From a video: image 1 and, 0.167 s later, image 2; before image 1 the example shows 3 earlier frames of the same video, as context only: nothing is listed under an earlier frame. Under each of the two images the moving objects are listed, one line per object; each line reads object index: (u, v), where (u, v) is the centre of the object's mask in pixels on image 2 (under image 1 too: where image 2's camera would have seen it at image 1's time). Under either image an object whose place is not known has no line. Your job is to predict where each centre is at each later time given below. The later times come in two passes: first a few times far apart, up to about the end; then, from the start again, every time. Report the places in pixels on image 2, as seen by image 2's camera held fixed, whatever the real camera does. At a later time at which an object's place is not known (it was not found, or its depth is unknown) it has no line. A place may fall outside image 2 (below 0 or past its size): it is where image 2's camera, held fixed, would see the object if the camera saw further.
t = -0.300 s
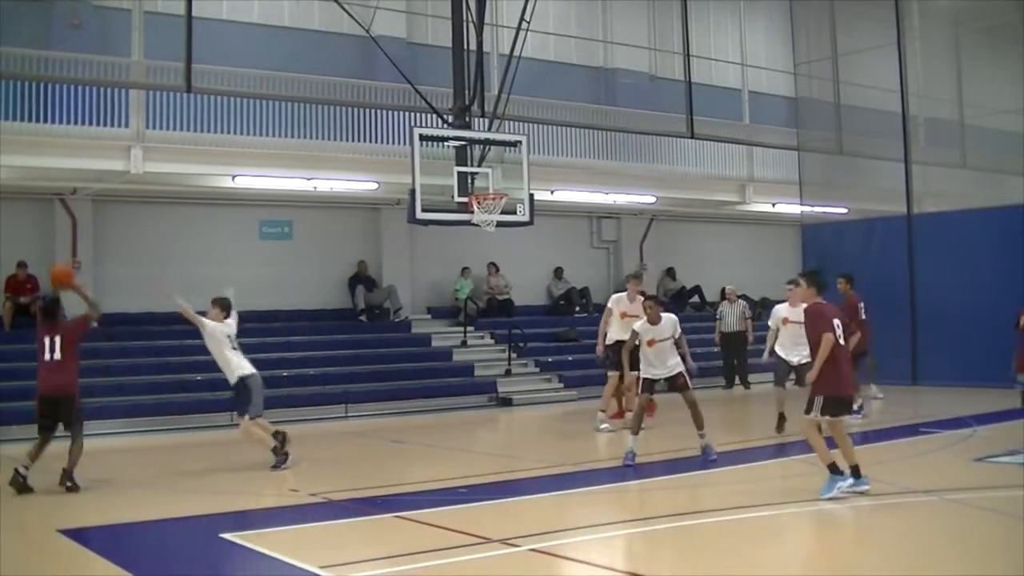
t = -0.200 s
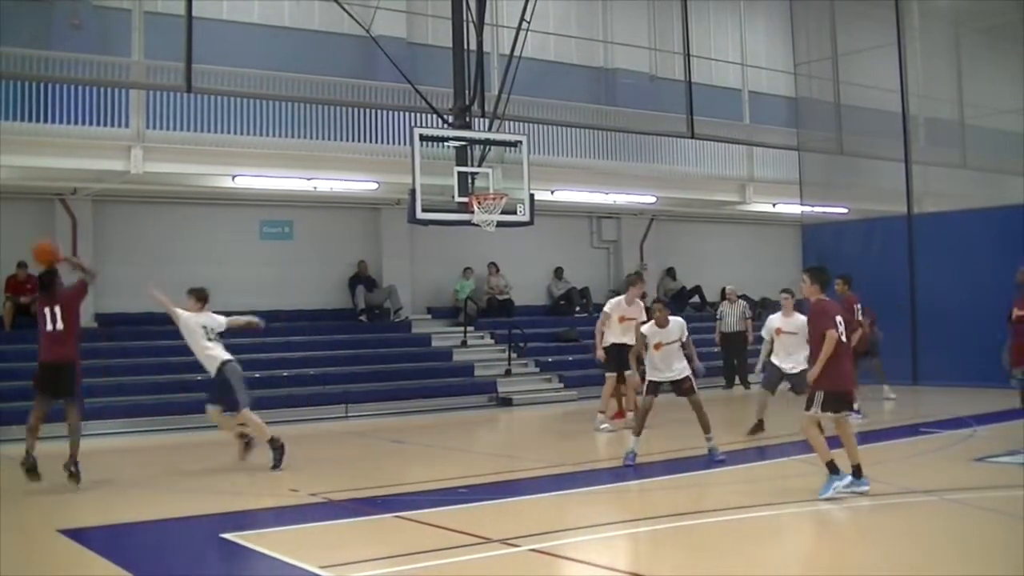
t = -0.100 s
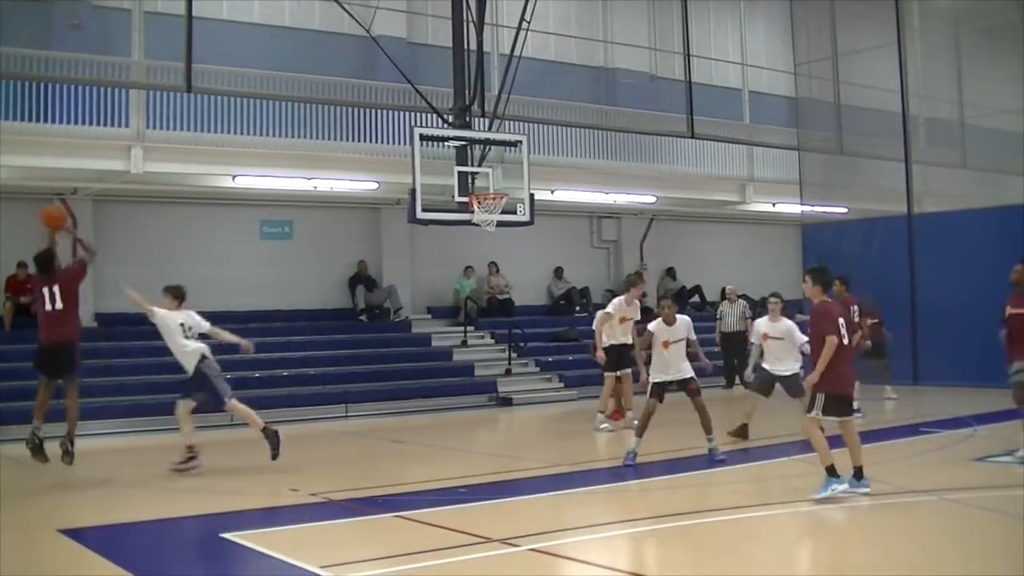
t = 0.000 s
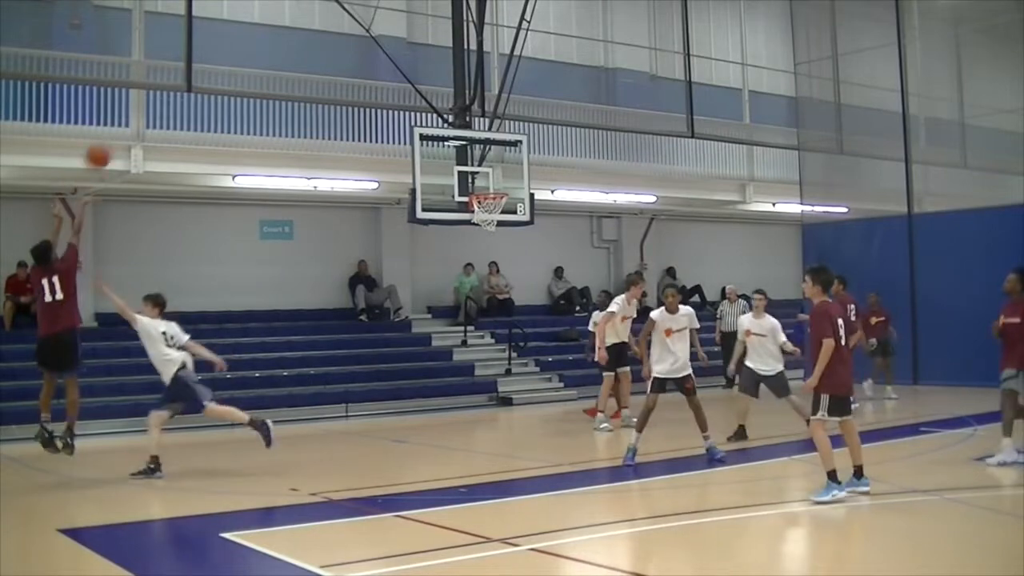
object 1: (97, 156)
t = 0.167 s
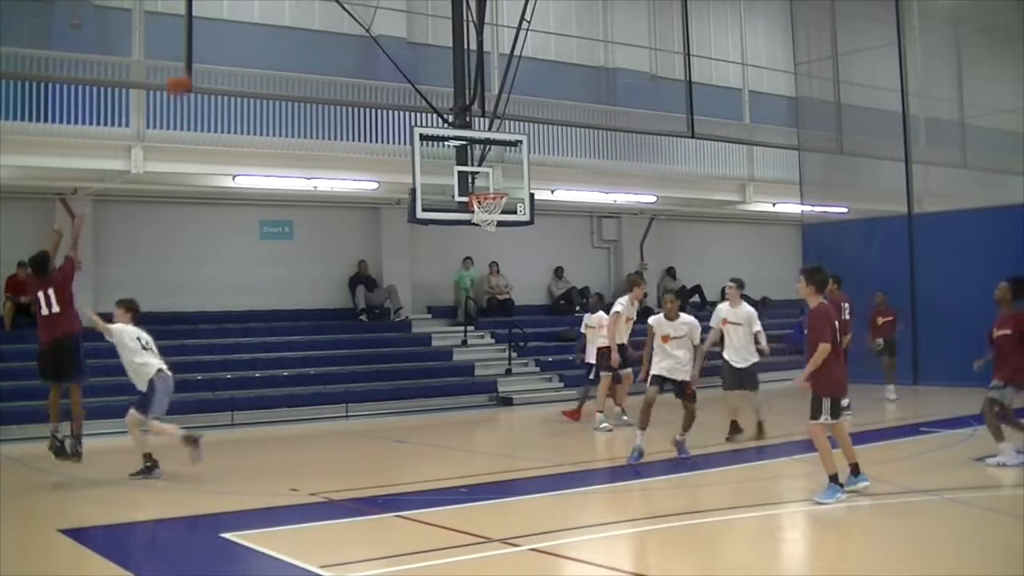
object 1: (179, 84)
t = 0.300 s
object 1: (235, 53)
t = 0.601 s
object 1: (345, 41)
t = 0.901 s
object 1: (436, 101)
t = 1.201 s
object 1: (486, 200)
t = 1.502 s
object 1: (447, 229)
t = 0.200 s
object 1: (192, 75)
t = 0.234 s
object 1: (207, 66)
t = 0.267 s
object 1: (221, 59)
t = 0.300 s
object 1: (235, 53)
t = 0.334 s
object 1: (248, 47)
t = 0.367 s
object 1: (262, 43)
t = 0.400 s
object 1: (274, 40)
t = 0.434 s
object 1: (287, 37)
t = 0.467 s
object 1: (299, 36)
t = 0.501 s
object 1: (310, 36)
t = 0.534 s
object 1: (321, 37)
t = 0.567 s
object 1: (333, 38)
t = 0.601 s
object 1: (345, 41)
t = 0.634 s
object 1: (355, 43)
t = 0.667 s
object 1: (367, 49)
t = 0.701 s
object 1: (376, 54)
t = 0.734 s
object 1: (387, 60)
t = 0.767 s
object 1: (398, 67)
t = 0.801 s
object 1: (407, 74)
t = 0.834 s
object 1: (418, 83)
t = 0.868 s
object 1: (426, 92)
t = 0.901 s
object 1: (436, 101)
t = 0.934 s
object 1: (445, 111)
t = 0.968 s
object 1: (454, 122)
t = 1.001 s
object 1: (463, 133)
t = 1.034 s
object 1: (471, 147)
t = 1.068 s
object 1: (479, 160)
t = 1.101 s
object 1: (487, 174)
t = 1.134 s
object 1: (496, 187)
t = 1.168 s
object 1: (493, 194)
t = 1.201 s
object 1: (486, 200)
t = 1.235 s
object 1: (474, 210)
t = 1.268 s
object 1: (472, 210)
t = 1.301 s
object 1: (468, 209)
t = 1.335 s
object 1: (464, 210)
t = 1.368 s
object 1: (460, 211)
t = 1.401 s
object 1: (456, 214)
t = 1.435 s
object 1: (453, 218)
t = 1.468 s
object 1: (450, 224)
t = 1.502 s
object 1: (447, 229)
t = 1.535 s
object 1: (443, 236)
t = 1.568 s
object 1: (440, 242)
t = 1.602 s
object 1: (436, 251)
